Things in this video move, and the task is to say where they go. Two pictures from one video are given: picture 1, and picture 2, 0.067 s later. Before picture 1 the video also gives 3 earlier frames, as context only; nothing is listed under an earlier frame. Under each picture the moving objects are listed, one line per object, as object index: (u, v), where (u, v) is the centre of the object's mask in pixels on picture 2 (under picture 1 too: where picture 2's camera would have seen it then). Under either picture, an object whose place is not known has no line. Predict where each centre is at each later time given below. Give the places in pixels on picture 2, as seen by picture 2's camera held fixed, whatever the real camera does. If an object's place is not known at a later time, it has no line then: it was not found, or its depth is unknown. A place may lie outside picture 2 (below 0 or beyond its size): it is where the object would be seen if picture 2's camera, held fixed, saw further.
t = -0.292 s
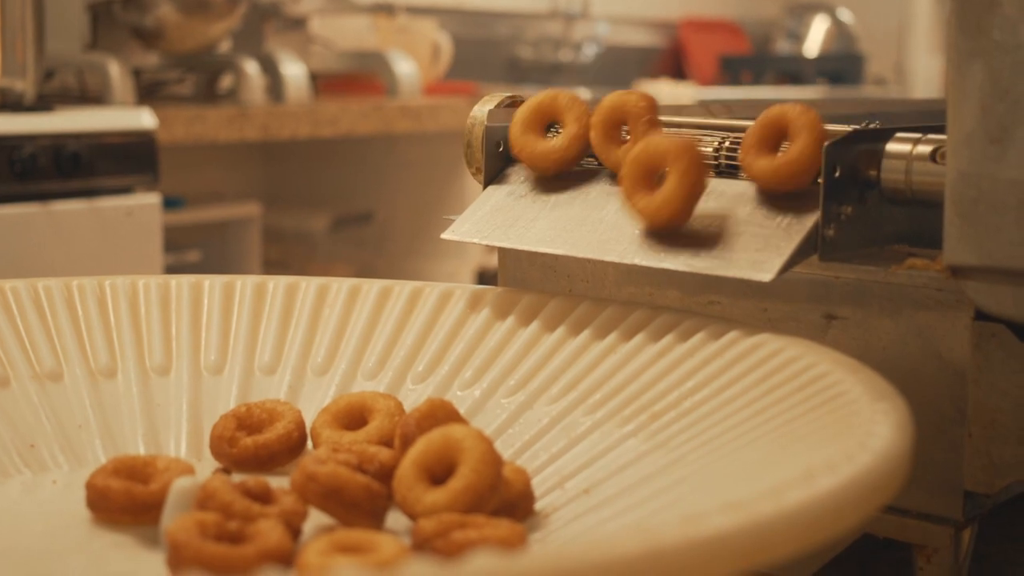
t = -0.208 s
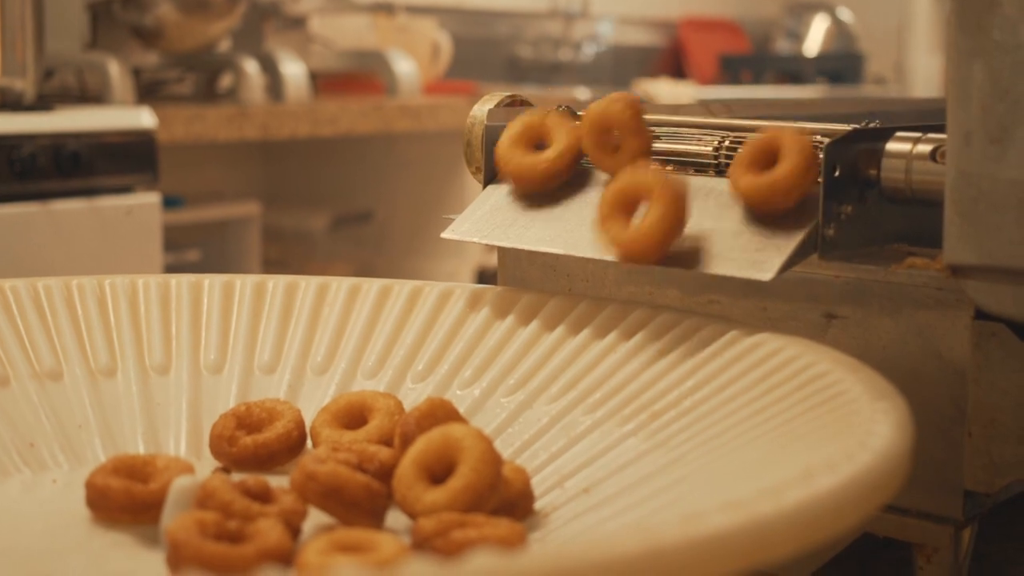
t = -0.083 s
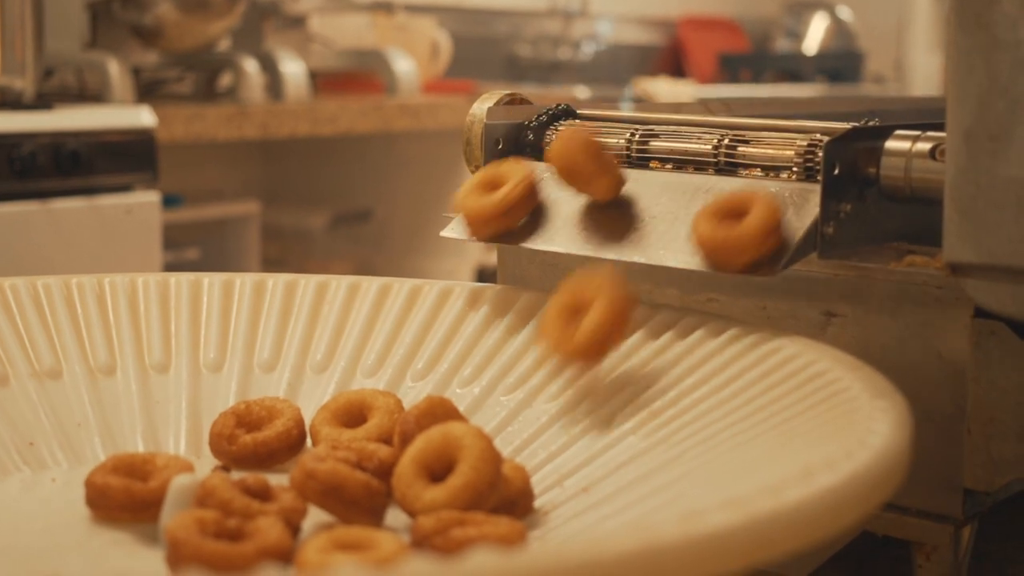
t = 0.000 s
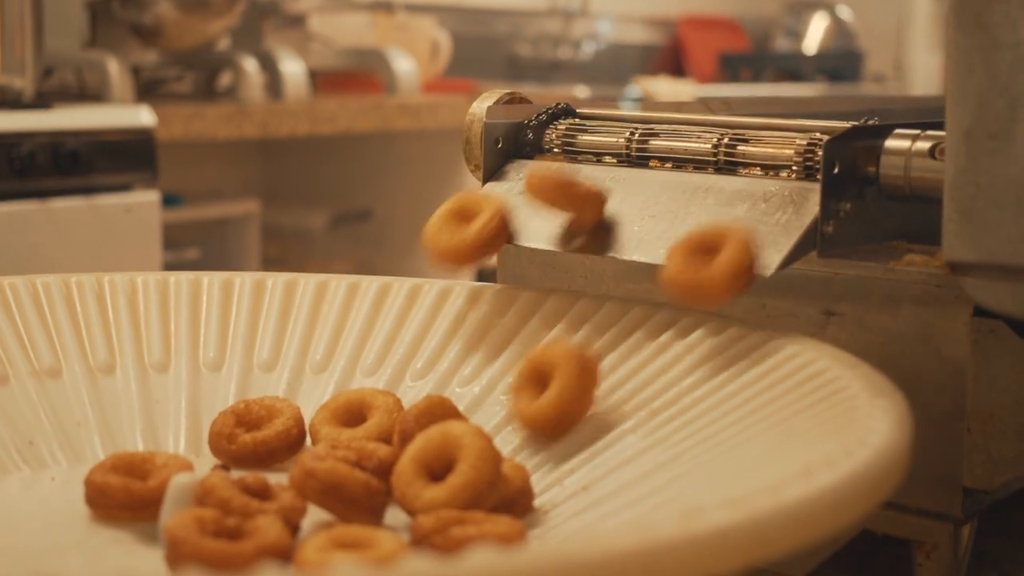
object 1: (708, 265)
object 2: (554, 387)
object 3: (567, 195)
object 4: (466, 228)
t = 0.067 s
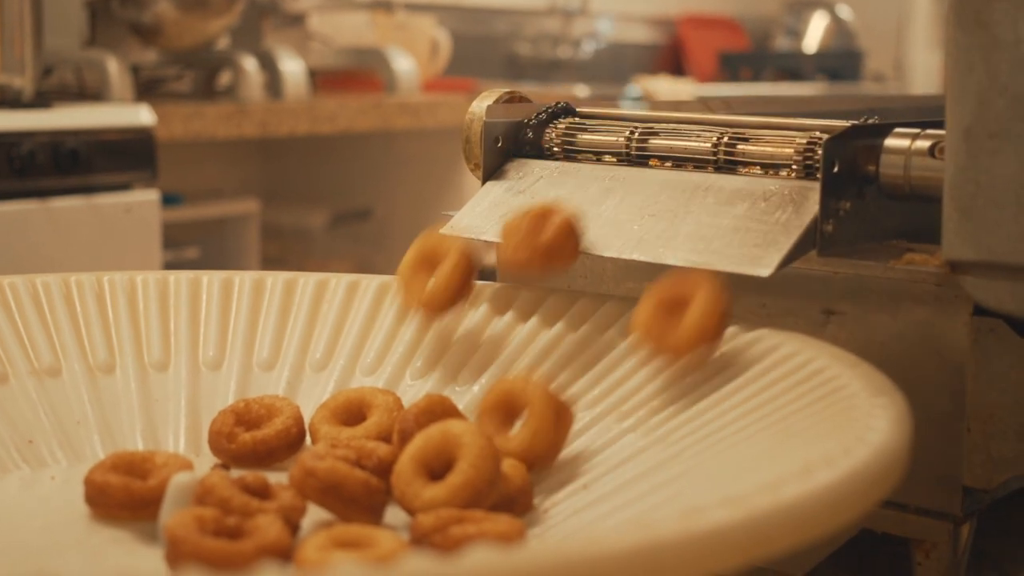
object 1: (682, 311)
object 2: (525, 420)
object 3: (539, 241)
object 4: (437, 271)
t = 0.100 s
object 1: (667, 352)
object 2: (524, 422)
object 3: (524, 270)
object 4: (422, 301)
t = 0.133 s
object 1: (642, 381)
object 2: (524, 421)
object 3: (512, 293)
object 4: (407, 320)
